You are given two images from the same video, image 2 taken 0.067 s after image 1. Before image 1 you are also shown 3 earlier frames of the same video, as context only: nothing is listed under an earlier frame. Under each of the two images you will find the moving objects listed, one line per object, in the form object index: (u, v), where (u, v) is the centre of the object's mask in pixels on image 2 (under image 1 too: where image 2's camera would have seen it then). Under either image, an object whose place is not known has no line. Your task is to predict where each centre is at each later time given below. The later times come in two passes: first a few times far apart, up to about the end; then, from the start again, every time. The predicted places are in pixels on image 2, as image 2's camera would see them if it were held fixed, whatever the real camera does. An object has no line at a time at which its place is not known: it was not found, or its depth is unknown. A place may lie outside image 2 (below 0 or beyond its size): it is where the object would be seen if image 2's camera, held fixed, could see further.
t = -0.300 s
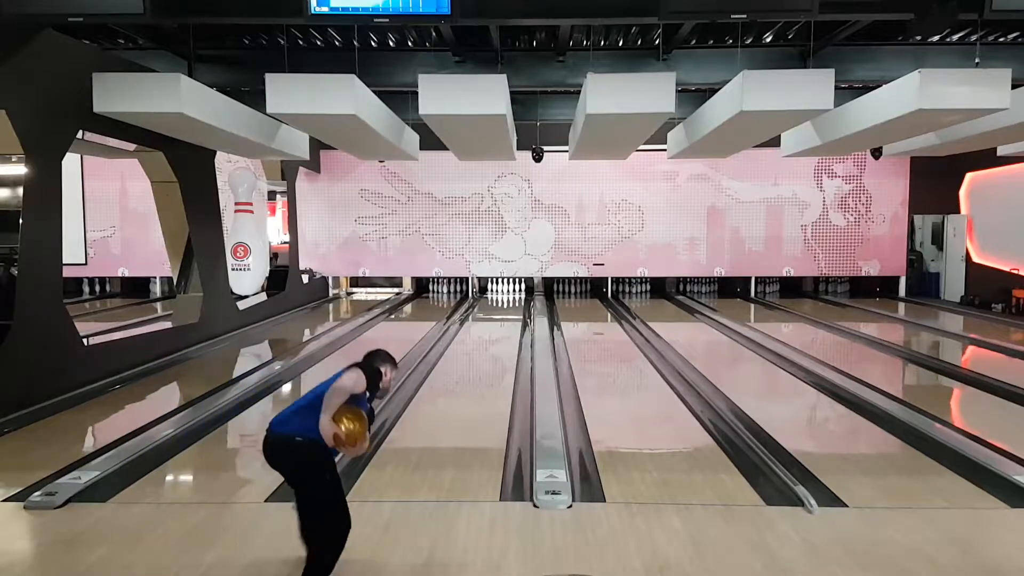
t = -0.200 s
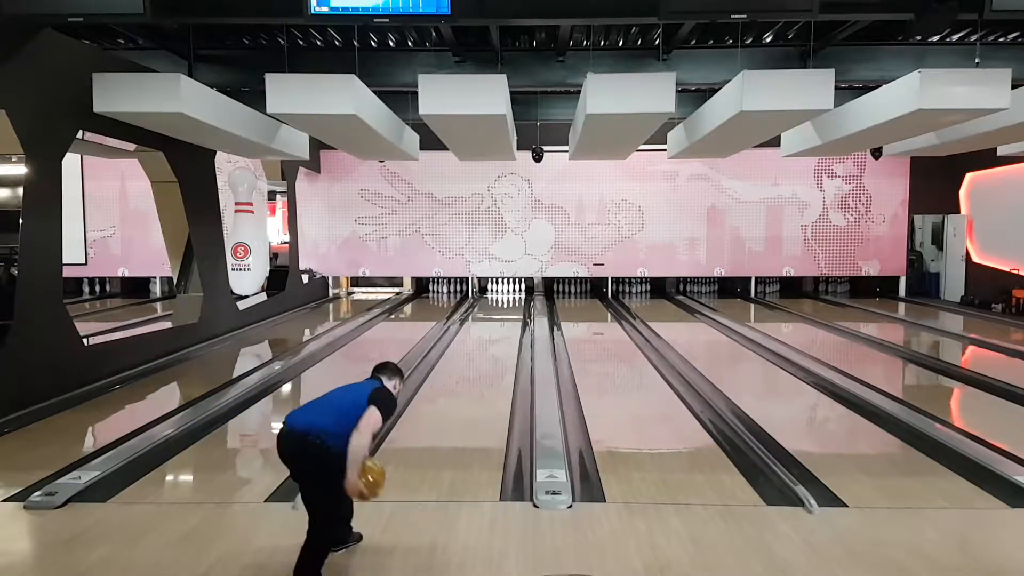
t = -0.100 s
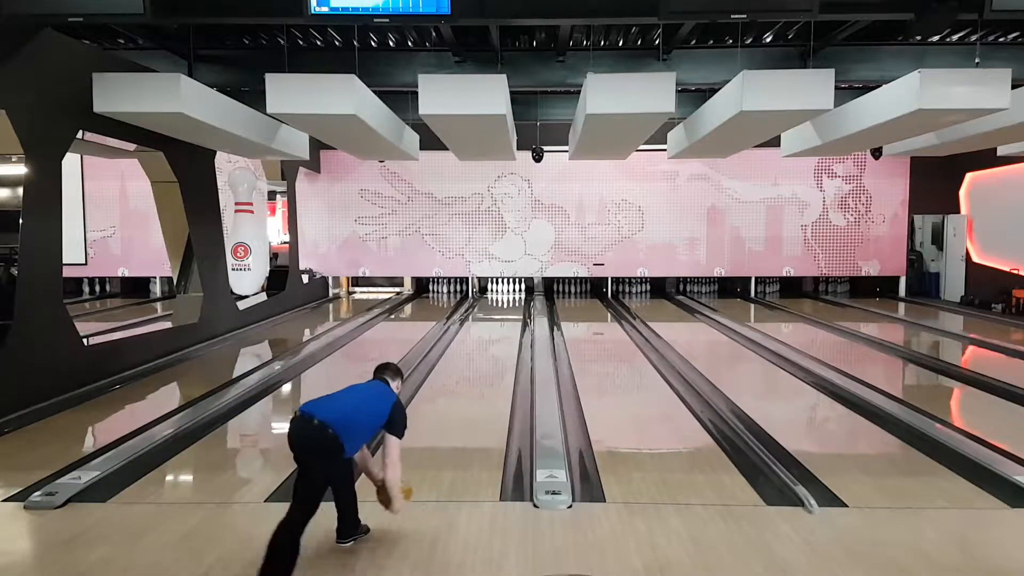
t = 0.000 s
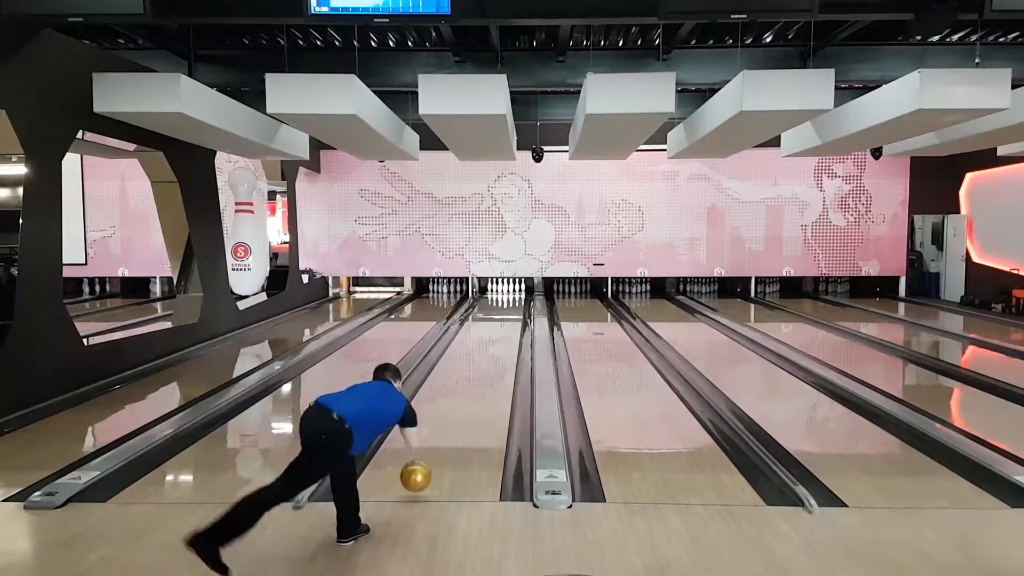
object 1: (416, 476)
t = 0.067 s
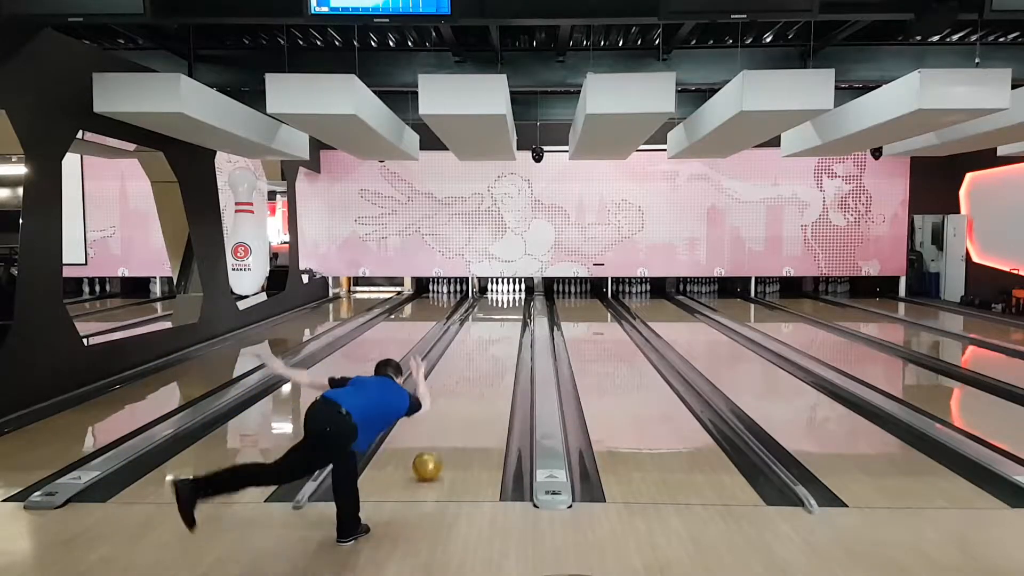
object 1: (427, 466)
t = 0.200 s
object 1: (446, 435)
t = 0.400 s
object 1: (466, 401)
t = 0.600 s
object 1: (480, 376)
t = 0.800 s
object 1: (490, 358)
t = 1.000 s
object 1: (498, 344)
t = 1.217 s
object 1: (504, 331)
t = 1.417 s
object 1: (509, 322)
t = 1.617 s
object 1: (512, 315)
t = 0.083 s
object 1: (429, 462)
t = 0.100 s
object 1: (432, 457)
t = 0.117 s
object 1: (435, 453)
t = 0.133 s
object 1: (437, 449)
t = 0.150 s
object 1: (439, 446)
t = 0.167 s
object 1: (441, 442)
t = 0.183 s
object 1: (443, 438)
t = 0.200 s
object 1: (446, 435)
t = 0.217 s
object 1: (447, 431)
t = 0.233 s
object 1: (449, 428)
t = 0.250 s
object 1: (451, 425)
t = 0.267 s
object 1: (453, 422)
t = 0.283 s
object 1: (455, 419)
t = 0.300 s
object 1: (457, 416)
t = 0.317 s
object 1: (458, 414)
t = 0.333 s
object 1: (460, 411)
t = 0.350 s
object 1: (461, 408)
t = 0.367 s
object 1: (463, 406)
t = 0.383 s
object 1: (464, 403)
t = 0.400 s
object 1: (466, 401)
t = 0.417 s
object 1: (467, 399)
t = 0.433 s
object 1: (468, 396)
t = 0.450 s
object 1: (470, 394)
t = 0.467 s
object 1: (471, 392)
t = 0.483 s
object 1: (472, 390)
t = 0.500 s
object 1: (473, 388)
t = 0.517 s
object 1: (474, 386)
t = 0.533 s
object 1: (475, 384)
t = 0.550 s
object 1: (477, 382)
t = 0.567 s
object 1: (478, 380)
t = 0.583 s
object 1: (479, 378)
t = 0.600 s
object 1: (480, 376)
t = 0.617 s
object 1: (481, 375)
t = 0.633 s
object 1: (482, 373)
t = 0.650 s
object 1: (482, 371)
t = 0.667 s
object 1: (484, 370)
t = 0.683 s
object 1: (485, 368)
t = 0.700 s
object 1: (485, 367)
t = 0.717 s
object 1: (486, 365)
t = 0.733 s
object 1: (487, 363)
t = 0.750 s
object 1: (488, 362)
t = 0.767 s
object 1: (489, 361)
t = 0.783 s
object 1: (489, 359)
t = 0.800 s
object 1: (490, 358)
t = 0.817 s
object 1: (491, 357)
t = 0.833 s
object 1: (492, 355)
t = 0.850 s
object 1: (492, 354)
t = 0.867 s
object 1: (493, 353)
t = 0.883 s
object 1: (494, 352)
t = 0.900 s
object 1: (494, 350)
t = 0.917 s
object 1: (495, 349)
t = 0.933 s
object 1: (496, 348)
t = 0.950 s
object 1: (496, 347)
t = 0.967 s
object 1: (497, 346)
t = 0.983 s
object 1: (497, 345)
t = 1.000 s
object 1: (498, 344)
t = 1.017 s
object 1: (499, 343)
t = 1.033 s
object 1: (499, 342)
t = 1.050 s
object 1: (500, 340)
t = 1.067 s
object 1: (500, 340)
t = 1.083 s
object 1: (501, 339)
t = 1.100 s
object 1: (501, 337)
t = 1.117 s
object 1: (502, 337)
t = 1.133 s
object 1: (502, 336)
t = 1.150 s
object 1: (503, 335)
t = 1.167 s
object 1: (503, 334)
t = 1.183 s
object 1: (503, 333)
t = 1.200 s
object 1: (504, 332)
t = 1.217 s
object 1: (504, 331)
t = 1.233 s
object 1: (505, 331)
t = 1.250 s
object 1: (505, 330)
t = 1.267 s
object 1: (506, 329)
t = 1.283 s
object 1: (506, 328)
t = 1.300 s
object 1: (506, 328)
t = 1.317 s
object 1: (507, 327)
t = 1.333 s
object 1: (507, 327)
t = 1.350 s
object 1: (507, 325)
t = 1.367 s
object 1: (508, 325)
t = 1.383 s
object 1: (508, 324)
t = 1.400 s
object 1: (508, 323)
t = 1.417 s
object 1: (509, 322)
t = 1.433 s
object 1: (509, 321)
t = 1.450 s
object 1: (509, 321)
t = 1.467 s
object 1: (509, 320)
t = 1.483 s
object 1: (510, 320)
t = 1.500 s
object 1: (510, 320)
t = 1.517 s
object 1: (510, 319)
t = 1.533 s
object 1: (511, 319)
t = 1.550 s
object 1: (511, 318)
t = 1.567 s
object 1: (511, 317)
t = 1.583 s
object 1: (511, 316)
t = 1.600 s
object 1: (512, 316)
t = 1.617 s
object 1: (512, 315)
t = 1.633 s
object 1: (512, 314)
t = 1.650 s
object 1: (512, 314)
